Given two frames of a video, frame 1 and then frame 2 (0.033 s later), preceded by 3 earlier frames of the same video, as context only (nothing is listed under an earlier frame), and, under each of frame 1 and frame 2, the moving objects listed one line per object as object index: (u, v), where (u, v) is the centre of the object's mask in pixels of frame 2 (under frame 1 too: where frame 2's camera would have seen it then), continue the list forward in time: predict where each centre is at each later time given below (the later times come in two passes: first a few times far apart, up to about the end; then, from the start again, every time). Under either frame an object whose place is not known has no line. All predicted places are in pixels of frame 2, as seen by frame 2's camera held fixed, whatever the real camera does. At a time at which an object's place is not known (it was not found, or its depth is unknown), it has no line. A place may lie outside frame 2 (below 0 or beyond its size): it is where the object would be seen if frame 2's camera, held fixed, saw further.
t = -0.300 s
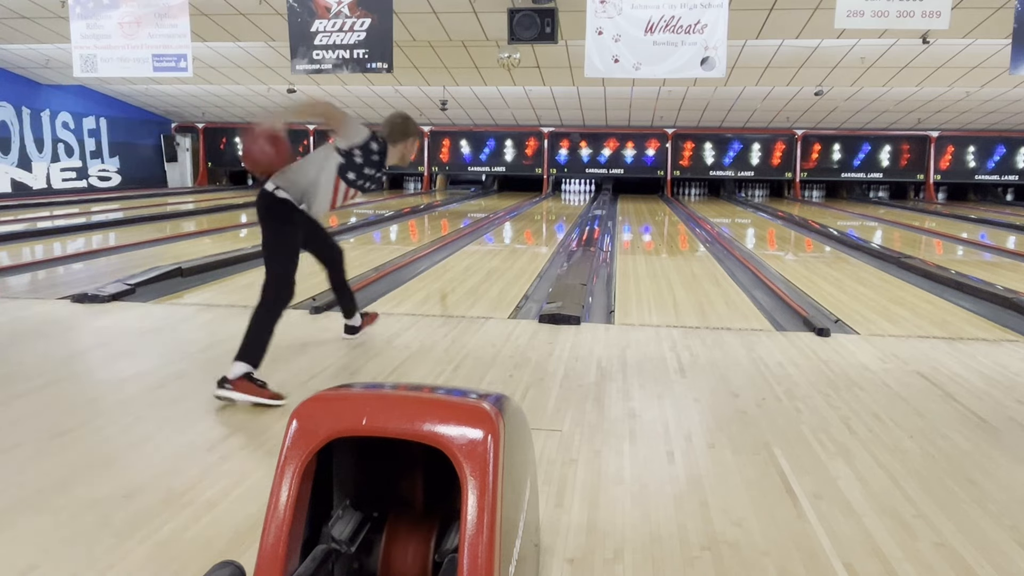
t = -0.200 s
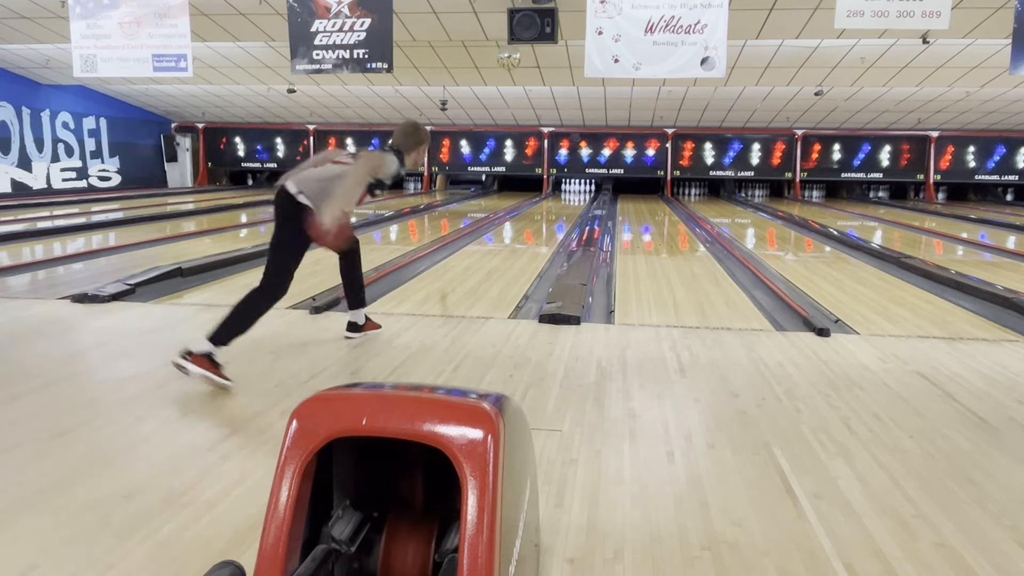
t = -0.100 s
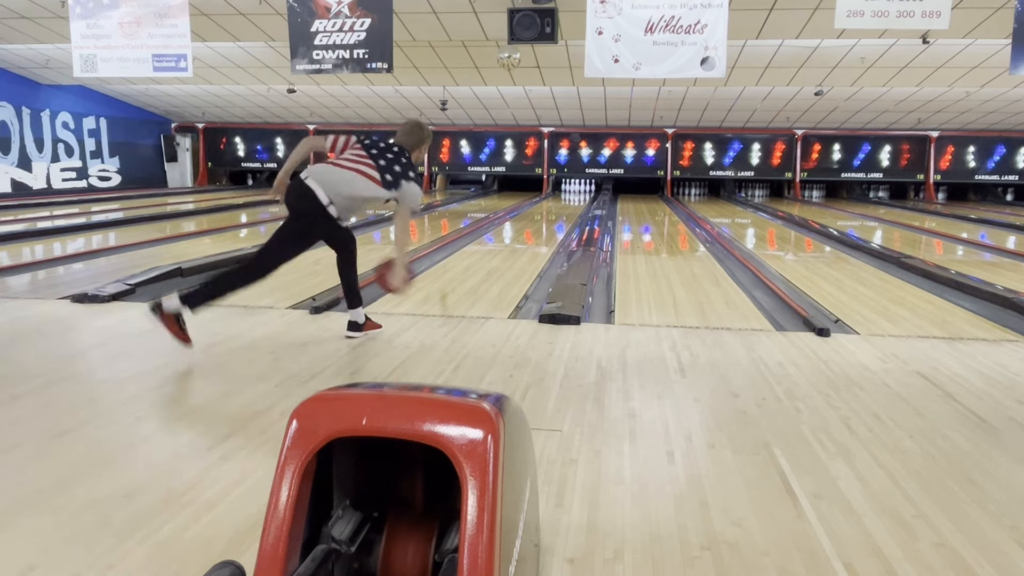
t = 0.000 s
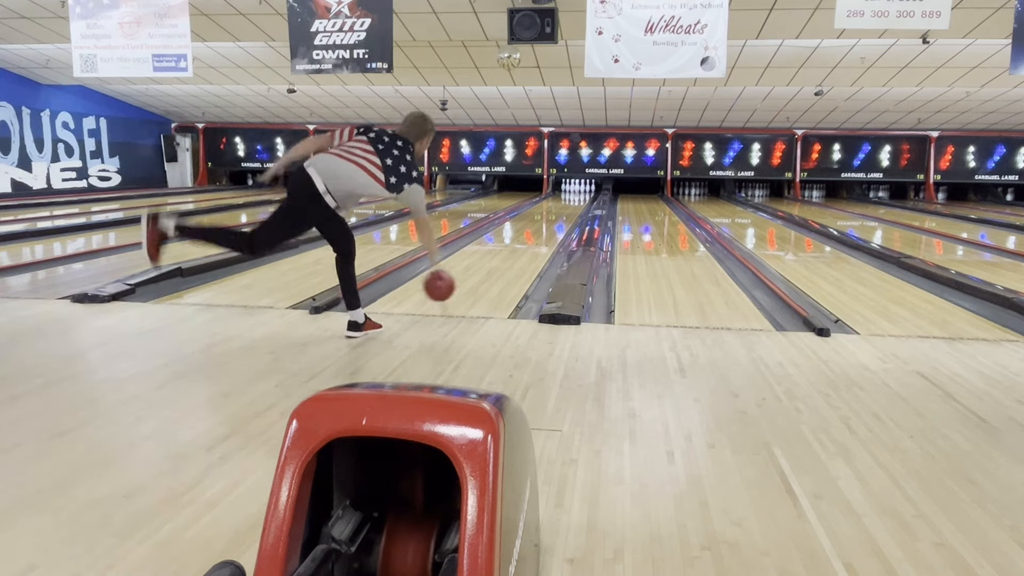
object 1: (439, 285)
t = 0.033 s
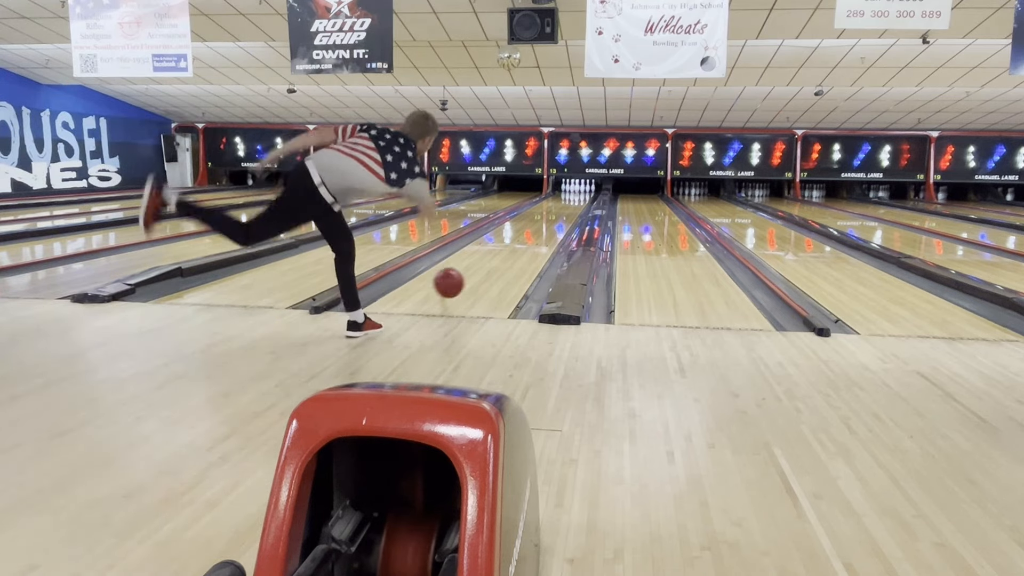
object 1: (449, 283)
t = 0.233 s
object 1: (493, 269)
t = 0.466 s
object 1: (525, 246)
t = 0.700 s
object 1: (545, 231)
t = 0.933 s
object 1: (560, 221)
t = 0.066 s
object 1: (458, 281)
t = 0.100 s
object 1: (466, 282)
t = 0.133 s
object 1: (474, 282)
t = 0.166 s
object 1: (481, 277)
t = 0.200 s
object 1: (487, 273)
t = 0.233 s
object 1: (493, 269)
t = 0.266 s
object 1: (499, 265)
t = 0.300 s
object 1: (504, 261)
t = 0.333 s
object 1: (509, 258)
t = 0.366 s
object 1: (513, 255)
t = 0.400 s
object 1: (517, 252)
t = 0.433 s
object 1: (521, 249)
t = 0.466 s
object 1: (525, 246)
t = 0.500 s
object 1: (528, 243)
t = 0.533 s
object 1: (531, 241)
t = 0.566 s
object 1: (535, 239)
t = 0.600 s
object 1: (538, 237)
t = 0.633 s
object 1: (540, 234)
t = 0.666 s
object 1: (543, 233)
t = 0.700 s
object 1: (545, 231)
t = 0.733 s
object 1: (548, 229)
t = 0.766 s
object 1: (550, 228)
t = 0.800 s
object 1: (552, 226)
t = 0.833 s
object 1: (554, 225)
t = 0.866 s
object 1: (556, 223)
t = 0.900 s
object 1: (558, 222)
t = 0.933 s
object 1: (560, 221)
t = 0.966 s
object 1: (562, 219)
